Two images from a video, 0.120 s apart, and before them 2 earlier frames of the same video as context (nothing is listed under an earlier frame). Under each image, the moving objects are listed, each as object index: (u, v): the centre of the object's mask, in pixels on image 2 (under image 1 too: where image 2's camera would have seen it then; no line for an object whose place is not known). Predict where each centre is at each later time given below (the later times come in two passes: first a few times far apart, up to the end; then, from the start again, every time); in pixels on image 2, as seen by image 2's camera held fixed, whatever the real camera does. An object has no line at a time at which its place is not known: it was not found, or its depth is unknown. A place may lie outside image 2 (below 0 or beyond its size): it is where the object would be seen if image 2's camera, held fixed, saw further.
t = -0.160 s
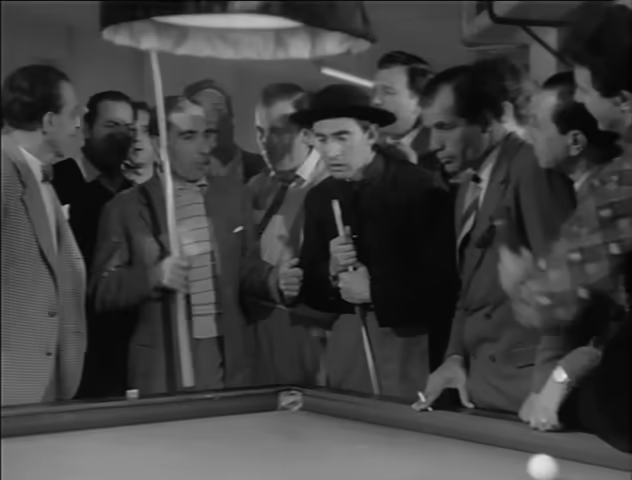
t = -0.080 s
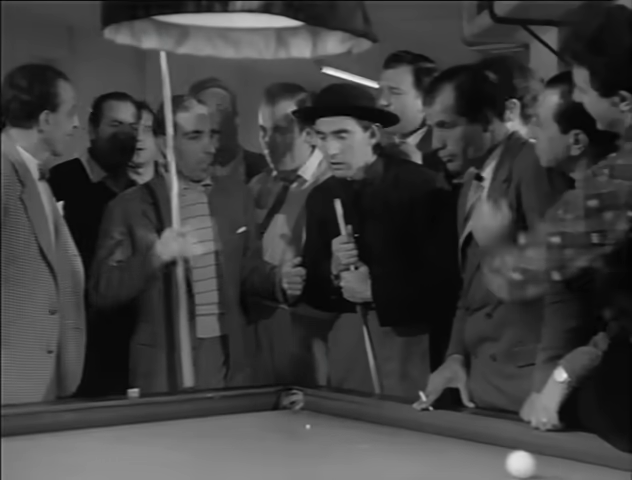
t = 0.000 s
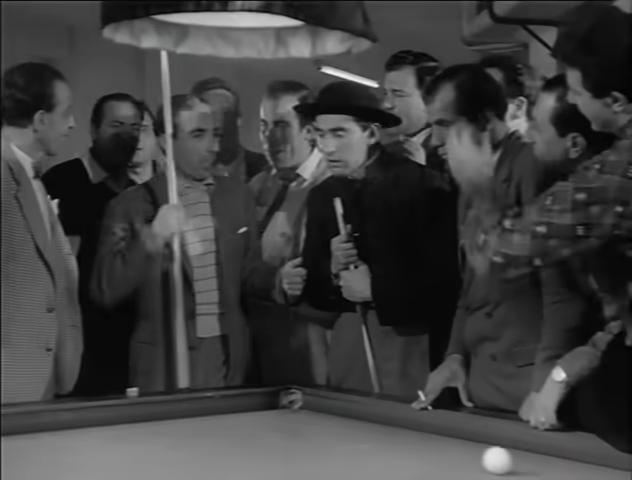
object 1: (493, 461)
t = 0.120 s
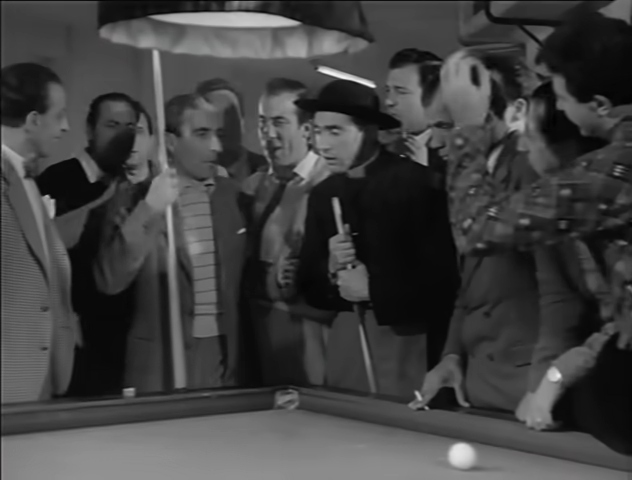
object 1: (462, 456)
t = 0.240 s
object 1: (432, 452)
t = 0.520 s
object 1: (370, 443)
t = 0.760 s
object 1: (324, 436)
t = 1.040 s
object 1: (277, 429)
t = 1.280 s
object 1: (242, 424)
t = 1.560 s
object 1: (206, 418)
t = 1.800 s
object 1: (179, 414)
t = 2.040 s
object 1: (161, 412)
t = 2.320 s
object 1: (168, 415)
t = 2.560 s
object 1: (174, 417)
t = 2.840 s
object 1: (180, 419)
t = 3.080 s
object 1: (183, 421)
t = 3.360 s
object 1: (188, 422)
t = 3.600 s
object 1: (190, 423)
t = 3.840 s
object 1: (191, 424)
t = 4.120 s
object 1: (192, 424)
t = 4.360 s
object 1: (192, 424)
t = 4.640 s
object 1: (191, 424)
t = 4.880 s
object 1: (192, 424)
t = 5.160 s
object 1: (192, 424)
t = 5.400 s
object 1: (192, 424)
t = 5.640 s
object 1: (192, 424)
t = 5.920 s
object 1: (192, 424)
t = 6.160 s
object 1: (192, 424)
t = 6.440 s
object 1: (192, 424)
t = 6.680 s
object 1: (192, 424)
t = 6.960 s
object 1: (192, 424)
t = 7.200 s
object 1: (192, 424)
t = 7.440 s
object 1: (192, 424)
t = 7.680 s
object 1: (192, 424)
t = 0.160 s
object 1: (452, 455)
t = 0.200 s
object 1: (442, 454)
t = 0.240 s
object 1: (432, 452)
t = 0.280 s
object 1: (423, 451)
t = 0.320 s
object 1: (414, 449)
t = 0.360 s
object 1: (404, 448)
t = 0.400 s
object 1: (396, 447)
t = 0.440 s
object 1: (387, 445)
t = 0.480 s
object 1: (378, 444)
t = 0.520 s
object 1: (370, 443)
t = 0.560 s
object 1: (362, 441)
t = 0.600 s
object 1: (354, 440)
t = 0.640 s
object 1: (346, 439)
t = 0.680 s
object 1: (339, 438)
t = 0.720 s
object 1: (331, 437)
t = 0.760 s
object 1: (324, 436)
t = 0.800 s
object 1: (317, 435)
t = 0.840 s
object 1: (310, 434)
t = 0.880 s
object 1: (303, 433)
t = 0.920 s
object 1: (296, 432)
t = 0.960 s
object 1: (290, 431)
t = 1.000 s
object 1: (283, 430)
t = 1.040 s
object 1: (277, 429)
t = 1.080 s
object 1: (271, 428)
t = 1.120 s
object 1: (265, 427)
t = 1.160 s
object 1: (258, 426)
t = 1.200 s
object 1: (253, 425)
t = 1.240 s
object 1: (247, 424)
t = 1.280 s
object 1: (242, 424)
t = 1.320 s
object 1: (237, 423)
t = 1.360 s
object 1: (231, 422)
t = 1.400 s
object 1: (225, 421)
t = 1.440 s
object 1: (220, 420)
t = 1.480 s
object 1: (215, 420)
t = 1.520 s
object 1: (210, 419)
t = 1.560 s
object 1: (206, 418)
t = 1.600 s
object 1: (201, 418)
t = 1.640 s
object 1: (197, 417)
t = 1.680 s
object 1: (192, 416)
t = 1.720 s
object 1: (188, 416)
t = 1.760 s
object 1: (184, 415)
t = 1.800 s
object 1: (179, 414)
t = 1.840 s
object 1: (175, 414)
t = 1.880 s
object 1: (170, 413)
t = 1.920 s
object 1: (167, 413)
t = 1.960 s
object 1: (163, 412)
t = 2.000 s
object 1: (160, 412)
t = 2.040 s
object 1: (161, 412)
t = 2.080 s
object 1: (162, 413)
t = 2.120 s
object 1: (163, 413)
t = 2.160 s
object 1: (164, 414)
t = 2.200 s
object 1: (166, 414)
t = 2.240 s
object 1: (166, 414)
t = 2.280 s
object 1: (167, 415)
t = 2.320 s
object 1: (168, 415)
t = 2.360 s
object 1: (169, 415)
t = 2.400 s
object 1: (171, 416)
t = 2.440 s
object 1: (171, 416)
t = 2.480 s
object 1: (172, 416)
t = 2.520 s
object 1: (174, 417)
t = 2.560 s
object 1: (174, 417)
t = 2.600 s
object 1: (175, 417)
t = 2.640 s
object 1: (176, 418)
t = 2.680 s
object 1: (177, 418)
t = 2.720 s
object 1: (177, 418)
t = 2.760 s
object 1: (178, 418)
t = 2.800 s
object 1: (179, 419)
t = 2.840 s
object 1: (180, 419)
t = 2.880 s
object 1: (181, 420)
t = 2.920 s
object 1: (181, 420)
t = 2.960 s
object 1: (182, 420)
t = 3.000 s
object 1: (182, 420)
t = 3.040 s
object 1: (183, 421)
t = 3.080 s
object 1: (183, 421)
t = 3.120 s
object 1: (184, 421)
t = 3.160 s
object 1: (185, 422)
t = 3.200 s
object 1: (186, 422)
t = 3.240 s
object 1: (186, 422)
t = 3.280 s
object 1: (187, 422)
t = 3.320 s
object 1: (187, 422)
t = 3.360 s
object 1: (188, 422)
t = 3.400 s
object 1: (188, 422)
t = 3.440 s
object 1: (188, 422)
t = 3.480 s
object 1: (189, 423)
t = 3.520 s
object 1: (189, 423)
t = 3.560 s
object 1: (190, 423)
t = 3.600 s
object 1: (190, 423)
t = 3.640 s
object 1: (190, 423)
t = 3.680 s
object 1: (190, 423)
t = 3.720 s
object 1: (191, 423)
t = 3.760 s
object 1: (191, 423)
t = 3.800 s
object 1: (191, 424)
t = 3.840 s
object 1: (191, 424)
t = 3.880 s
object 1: (191, 424)
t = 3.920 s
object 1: (191, 424)
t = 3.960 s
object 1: (191, 424)
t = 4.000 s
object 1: (191, 424)
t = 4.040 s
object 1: (191, 424)
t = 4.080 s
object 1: (192, 424)
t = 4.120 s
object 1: (192, 424)
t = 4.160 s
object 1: (191, 424)
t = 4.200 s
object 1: (191, 424)
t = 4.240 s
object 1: (192, 424)
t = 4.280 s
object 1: (192, 424)
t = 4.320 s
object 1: (192, 424)
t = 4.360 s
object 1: (192, 424)
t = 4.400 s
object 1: (191, 424)
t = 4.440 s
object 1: (192, 424)
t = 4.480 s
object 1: (192, 424)
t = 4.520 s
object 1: (192, 424)
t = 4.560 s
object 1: (191, 424)
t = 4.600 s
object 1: (191, 424)
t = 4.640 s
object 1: (191, 424)
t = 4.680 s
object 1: (191, 424)
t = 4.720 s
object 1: (191, 424)
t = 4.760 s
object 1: (191, 424)
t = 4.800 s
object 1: (192, 424)
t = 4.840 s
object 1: (192, 424)
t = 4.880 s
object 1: (192, 424)
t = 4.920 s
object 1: (192, 424)
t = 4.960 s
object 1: (192, 424)
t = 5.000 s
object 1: (192, 424)
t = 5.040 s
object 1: (192, 424)
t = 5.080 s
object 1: (191, 424)
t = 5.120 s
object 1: (192, 424)
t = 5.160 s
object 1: (192, 424)
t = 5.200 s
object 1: (192, 424)
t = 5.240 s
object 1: (192, 424)
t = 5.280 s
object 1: (192, 424)
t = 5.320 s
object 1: (191, 424)
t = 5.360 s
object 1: (192, 424)
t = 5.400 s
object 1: (192, 424)
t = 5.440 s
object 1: (192, 424)
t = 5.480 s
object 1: (192, 424)
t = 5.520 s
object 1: (192, 424)
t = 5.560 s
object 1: (192, 424)
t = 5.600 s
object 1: (192, 424)
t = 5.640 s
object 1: (192, 424)
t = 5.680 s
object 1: (192, 424)
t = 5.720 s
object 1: (192, 424)
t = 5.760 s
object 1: (192, 424)
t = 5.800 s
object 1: (192, 424)
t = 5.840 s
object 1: (192, 424)
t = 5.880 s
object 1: (192, 424)
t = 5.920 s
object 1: (192, 424)
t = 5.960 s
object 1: (192, 424)
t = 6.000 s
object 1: (192, 424)
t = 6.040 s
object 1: (192, 424)
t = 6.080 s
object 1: (192, 424)
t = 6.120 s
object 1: (192, 424)
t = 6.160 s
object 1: (192, 424)
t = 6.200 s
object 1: (192, 424)
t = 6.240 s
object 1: (192, 424)
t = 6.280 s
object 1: (192, 424)
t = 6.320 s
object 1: (192, 424)
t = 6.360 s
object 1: (192, 424)
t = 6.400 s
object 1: (192, 424)
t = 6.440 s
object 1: (192, 424)
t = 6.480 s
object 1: (192, 424)
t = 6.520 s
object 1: (192, 424)
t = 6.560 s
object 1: (192, 424)
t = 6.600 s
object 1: (192, 424)
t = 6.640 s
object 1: (192, 424)
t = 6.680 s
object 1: (192, 424)
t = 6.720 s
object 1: (192, 424)
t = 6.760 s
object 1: (192, 424)
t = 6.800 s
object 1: (192, 424)
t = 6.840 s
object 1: (192, 424)
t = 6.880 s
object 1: (192, 424)
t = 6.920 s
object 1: (192, 424)
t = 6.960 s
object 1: (192, 424)
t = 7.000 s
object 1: (192, 424)
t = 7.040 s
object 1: (192, 424)
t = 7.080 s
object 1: (192, 424)
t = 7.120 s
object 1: (192, 424)
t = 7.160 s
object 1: (192, 424)
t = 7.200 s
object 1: (192, 424)
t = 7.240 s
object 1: (191, 424)
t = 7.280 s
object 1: (192, 424)
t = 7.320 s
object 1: (192, 424)
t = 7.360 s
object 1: (191, 424)
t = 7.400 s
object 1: (192, 424)
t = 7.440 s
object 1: (192, 424)
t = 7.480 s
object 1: (192, 424)
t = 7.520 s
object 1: (192, 424)
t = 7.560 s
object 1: (192, 424)
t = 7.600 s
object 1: (192, 424)
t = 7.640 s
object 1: (192, 424)
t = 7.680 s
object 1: (192, 424)
